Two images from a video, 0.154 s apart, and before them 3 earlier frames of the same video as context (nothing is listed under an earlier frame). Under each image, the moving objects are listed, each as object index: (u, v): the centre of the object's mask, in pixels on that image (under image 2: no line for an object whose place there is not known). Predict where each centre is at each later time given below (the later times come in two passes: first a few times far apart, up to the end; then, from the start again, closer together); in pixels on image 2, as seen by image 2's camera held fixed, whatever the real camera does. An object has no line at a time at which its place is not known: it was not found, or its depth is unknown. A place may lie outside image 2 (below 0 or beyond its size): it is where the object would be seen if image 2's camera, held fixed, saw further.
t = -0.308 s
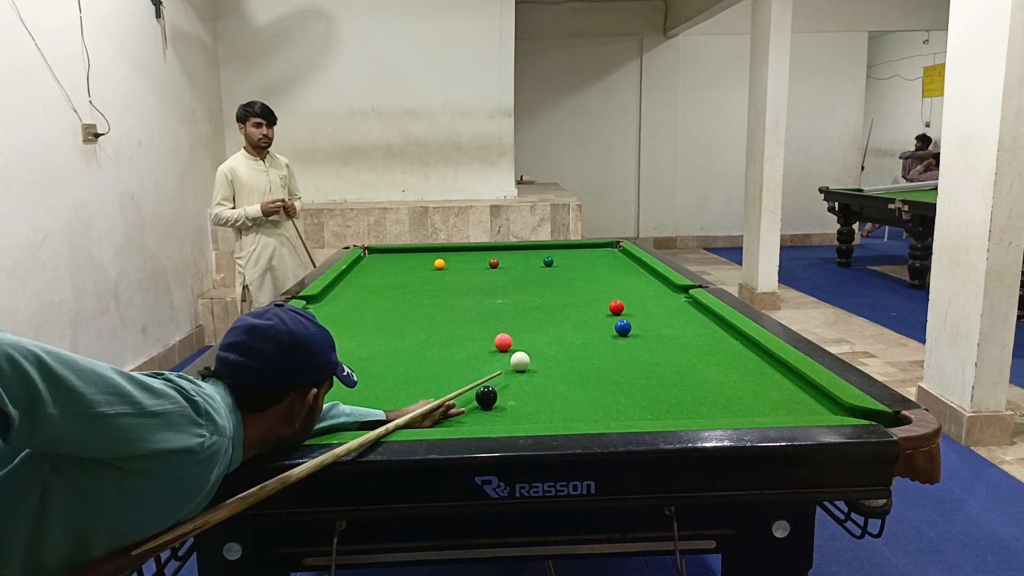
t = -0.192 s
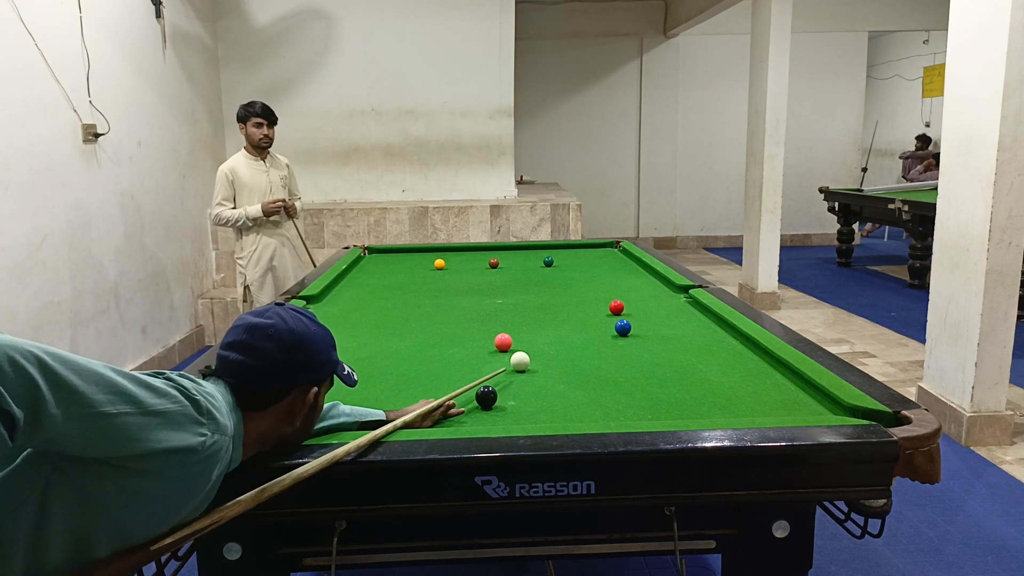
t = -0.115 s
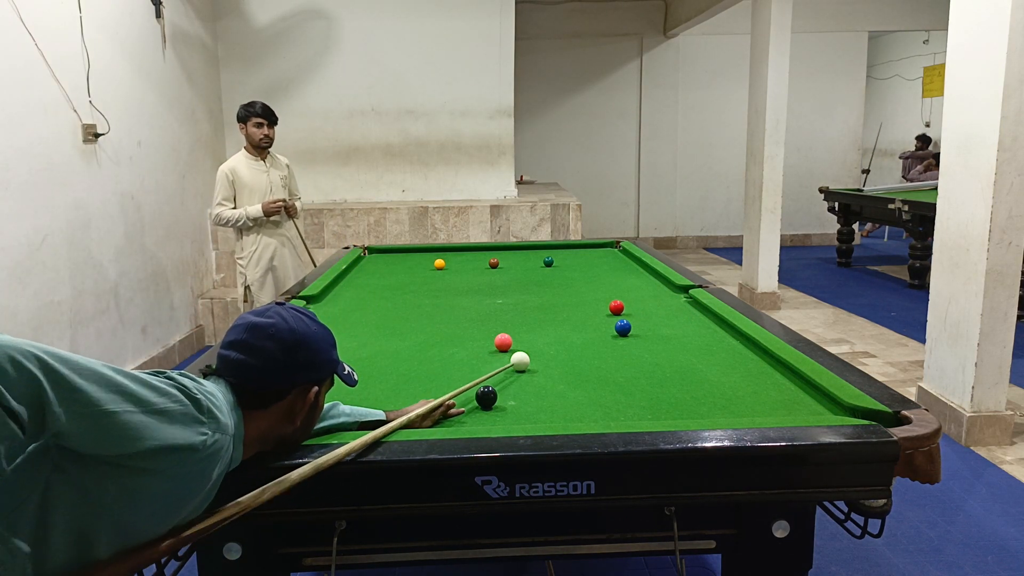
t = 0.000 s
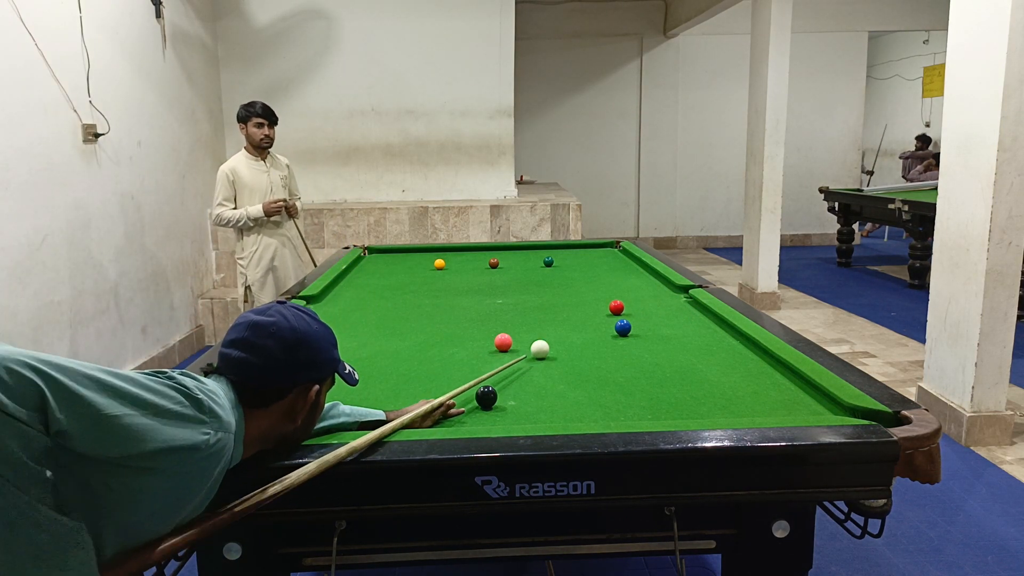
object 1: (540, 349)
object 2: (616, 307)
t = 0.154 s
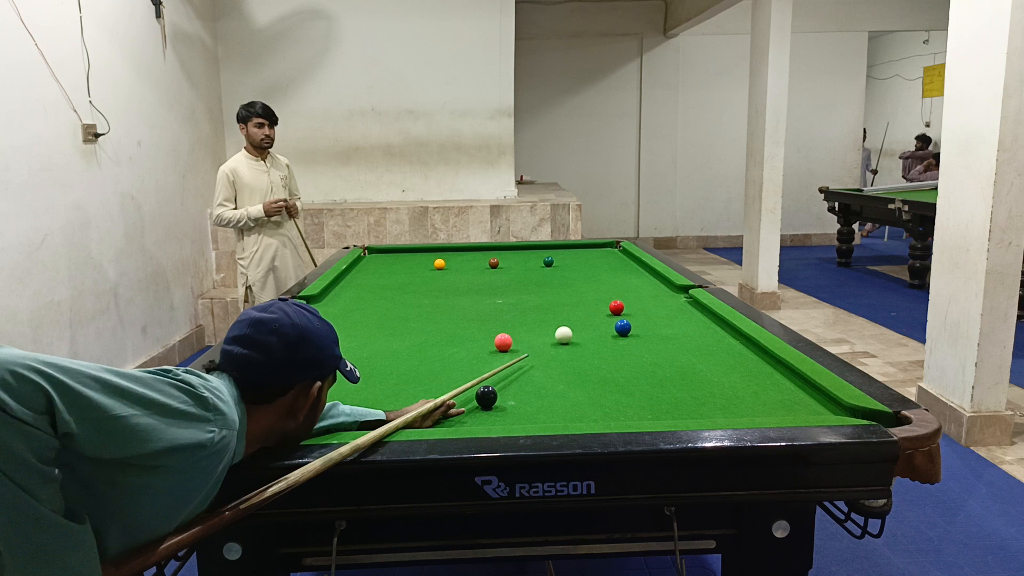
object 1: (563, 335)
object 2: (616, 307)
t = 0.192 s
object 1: (569, 331)
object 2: (616, 307)
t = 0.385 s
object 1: (593, 317)
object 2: (616, 307)
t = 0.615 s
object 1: (600, 307)
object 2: (631, 304)
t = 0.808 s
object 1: (593, 302)
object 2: (651, 299)
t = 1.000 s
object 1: (587, 298)
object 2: (669, 294)
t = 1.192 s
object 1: (581, 295)
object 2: (685, 291)
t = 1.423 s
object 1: (576, 291)
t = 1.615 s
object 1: (573, 288)
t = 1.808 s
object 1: (570, 286)
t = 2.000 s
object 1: (568, 283)
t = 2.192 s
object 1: (566, 282)
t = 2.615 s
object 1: (564, 279)
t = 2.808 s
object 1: (564, 278)
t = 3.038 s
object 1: (564, 277)
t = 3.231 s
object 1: (563, 276)
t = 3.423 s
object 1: (562, 276)
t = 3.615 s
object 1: (562, 276)
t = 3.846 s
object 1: (562, 276)
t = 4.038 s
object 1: (562, 276)
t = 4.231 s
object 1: (562, 276)
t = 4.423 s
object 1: (562, 276)
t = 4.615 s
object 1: (562, 276)
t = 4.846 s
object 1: (562, 276)
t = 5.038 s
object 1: (562, 276)
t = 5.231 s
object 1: (562, 276)
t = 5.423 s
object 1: (562, 276)
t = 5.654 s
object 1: (562, 276)
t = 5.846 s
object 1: (562, 276)
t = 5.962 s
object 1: (562, 276)
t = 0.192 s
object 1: (569, 331)
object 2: (616, 307)
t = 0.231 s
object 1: (574, 328)
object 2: (616, 307)
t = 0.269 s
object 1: (579, 325)
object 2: (616, 307)
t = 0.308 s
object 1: (584, 322)
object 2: (616, 307)
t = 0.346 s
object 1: (589, 320)
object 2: (616, 307)
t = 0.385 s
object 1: (593, 317)
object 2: (616, 307)
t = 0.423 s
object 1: (597, 314)
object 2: (616, 307)
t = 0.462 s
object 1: (602, 312)
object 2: (617, 307)
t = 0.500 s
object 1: (606, 310)
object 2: (618, 307)
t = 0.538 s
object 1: (604, 309)
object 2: (622, 306)
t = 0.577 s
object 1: (602, 308)
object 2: (627, 305)
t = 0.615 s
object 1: (600, 307)
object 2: (631, 304)
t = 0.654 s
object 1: (599, 306)
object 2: (636, 303)
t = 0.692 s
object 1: (597, 305)
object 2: (640, 302)
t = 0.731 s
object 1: (596, 304)
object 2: (644, 301)
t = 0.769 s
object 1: (594, 303)
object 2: (648, 300)
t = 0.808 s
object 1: (593, 302)
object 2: (651, 299)
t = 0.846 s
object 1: (592, 302)
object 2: (655, 298)
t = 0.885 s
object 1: (590, 301)
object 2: (659, 297)
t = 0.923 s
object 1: (589, 300)
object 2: (662, 296)
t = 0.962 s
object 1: (588, 299)
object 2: (666, 295)
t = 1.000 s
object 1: (587, 298)
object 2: (669, 294)
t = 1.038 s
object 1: (585, 298)
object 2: (673, 294)
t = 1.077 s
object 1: (585, 297)
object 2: (676, 293)
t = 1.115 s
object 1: (583, 296)
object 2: (679, 292)
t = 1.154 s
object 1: (582, 296)
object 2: (682, 291)
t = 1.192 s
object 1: (581, 295)
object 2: (685, 291)
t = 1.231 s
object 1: (580, 294)
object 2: (687, 292)
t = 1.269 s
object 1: (580, 293)
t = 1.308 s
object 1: (579, 293)
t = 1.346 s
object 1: (578, 292)
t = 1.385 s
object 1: (577, 292)
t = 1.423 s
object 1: (576, 291)
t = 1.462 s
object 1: (575, 290)
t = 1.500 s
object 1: (575, 290)
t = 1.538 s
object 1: (574, 289)
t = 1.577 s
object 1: (573, 289)
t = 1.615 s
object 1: (573, 288)
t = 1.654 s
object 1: (572, 288)
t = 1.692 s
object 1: (571, 287)
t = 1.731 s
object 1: (571, 287)
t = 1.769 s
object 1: (570, 286)
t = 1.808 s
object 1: (570, 286)
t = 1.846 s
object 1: (569, 285)
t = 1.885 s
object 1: (569, 285)
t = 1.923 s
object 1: (568, 284)
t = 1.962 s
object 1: (568, 284)
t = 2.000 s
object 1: (568, 283)
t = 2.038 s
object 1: (571, 284)
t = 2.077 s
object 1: (567, 283)
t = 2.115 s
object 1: (567, 282)
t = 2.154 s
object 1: (566, 282)
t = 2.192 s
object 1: (566, 282)
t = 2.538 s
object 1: (564, 279)
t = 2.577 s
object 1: (564, 279)
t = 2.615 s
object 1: (564, 279)
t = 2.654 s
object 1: (564, 278)
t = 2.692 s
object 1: (564, 278)
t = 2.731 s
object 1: (564, 278)
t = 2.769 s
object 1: (564, 278)
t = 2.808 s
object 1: (564, 278)
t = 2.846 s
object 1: (564, 277)
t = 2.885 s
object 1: (564, 277)
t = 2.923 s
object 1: (564, 277)
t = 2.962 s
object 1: (564, 277)
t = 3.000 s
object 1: (564, 277)
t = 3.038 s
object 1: (564, 277)
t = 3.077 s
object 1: (563, 277)
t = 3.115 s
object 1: (563, 277)
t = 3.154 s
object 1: (563, 277)
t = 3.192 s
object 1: (563, 277)
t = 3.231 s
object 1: (563, 276)
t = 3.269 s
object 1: (563, 276)
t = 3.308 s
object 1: (563, 276)
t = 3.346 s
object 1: (563, 276)
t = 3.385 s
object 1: (563, 276)
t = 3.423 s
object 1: (562, 276)
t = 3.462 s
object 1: (562, 276)
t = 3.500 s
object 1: (562, 276)
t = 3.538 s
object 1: (562, 276)
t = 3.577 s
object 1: (562, 276)
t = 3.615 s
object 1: (562, 276)
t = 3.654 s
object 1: (562, 276)
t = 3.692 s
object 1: (562, 276)
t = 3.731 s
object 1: (562, 276)
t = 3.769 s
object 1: (562, 276)
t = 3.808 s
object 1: (562, 276)
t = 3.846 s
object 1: (562, 276)
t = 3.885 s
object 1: (562, 276)
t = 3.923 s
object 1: (562, 276)
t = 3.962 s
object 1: (562, 276)
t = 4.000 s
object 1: (562, 276)
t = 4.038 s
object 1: (562, 276)
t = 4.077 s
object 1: (562, 276)
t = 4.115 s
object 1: (562, 276)
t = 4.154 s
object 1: (562, 276)
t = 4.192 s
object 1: (562, 276)
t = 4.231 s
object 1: (562, 276)
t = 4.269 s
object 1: (562, 276)
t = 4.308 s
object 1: (562, 276)
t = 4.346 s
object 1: (562, 276)
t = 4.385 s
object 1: (562, 276)
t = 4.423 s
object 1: (562, 276)
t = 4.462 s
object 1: (562, 276)
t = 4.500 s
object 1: (562, 276)
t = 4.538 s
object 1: (562, 276)
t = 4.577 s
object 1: (562, 276)
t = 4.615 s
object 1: (562, 276)
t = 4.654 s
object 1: (562, 276)
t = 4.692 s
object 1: (562, 276)
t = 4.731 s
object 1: (562, 276)
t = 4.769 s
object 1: (562, 276)
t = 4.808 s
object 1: (562, 276)
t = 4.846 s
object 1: (562, 276)
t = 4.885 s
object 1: (562, 276)
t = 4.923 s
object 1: (562, 276)
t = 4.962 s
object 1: (562, 276)
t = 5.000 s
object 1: (562, 276)
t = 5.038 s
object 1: (562, 276)
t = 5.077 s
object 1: (562, 276)
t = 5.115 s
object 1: (562, 276)
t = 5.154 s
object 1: (562, 276)
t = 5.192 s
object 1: (562, 276)
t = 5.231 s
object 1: (562, 276)
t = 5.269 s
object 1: (562, 276)
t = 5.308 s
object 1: (562, 276)
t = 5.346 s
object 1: (562, 276)
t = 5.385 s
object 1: (562, 276)
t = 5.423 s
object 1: (562, 276)
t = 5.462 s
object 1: (562, 276)
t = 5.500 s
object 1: (562, 276)
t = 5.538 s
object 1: (562, 276)
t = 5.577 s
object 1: (562, 276)
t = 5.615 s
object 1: (562, 276)
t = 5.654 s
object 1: (562, 276)
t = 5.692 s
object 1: (562, 276)
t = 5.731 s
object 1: (562, 276)
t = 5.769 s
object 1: (562, 276)
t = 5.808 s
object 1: (562, 276)
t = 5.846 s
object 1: (562, 276)
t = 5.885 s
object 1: (562, 276)
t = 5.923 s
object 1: (562, 276)
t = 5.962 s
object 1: (562, 276)
